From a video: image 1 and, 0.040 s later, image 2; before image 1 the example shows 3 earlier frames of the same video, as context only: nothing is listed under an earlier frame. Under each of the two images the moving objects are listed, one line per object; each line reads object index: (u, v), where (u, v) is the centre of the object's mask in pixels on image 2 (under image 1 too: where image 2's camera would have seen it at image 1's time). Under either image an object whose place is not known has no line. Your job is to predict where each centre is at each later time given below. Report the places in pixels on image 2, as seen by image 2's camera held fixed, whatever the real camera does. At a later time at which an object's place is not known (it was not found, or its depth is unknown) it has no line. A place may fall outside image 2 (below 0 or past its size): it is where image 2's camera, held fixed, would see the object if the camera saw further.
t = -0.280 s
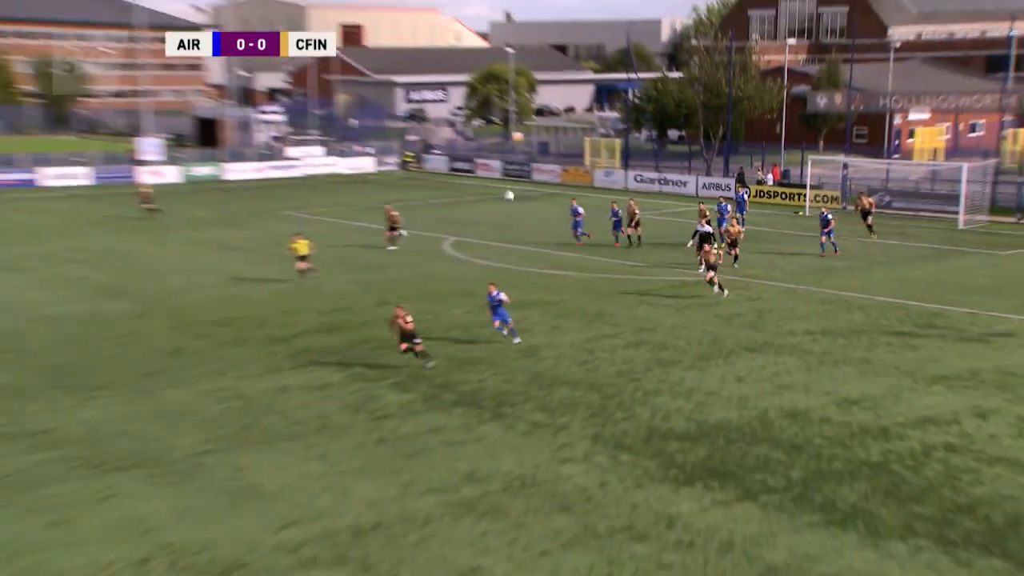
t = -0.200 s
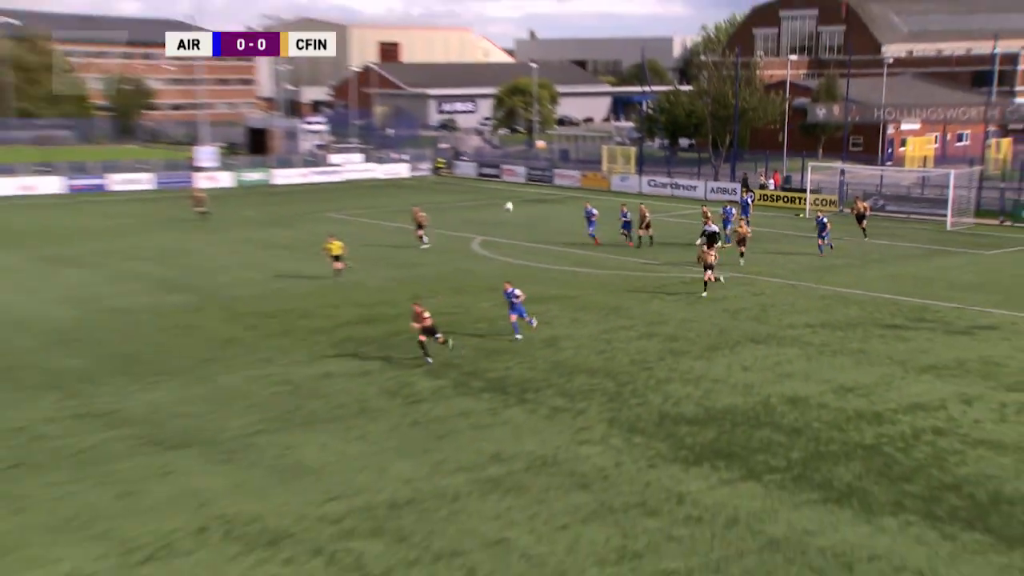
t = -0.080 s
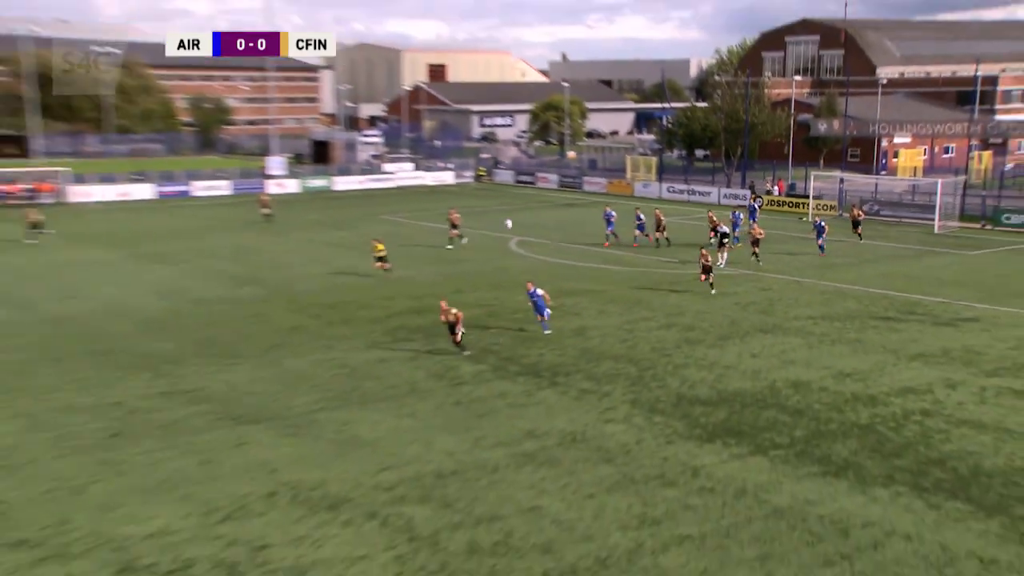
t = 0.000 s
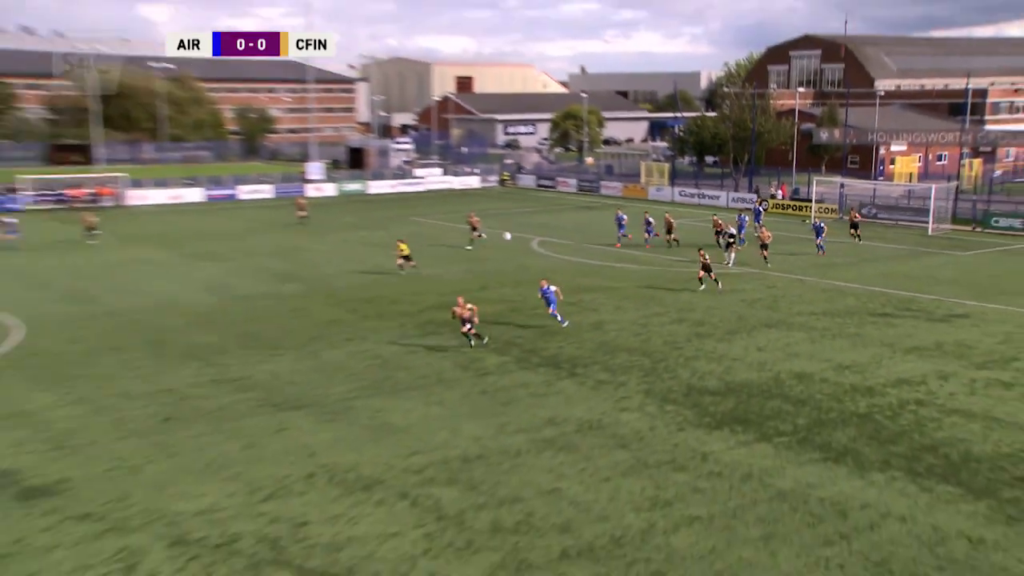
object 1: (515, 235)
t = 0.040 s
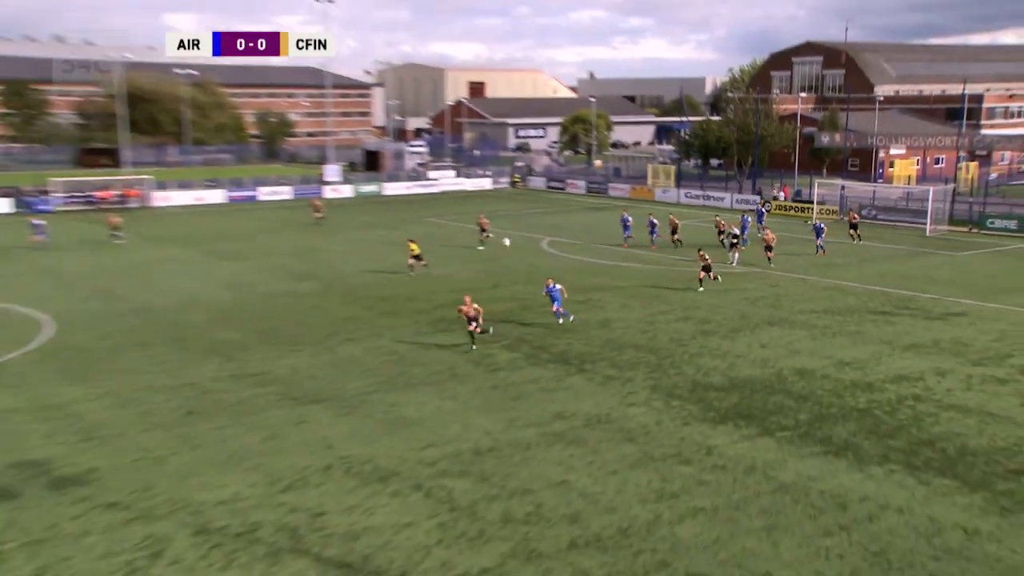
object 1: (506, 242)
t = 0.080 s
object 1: (496, 250)
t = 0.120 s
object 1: (486, 258)
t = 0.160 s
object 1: (475, 265)
